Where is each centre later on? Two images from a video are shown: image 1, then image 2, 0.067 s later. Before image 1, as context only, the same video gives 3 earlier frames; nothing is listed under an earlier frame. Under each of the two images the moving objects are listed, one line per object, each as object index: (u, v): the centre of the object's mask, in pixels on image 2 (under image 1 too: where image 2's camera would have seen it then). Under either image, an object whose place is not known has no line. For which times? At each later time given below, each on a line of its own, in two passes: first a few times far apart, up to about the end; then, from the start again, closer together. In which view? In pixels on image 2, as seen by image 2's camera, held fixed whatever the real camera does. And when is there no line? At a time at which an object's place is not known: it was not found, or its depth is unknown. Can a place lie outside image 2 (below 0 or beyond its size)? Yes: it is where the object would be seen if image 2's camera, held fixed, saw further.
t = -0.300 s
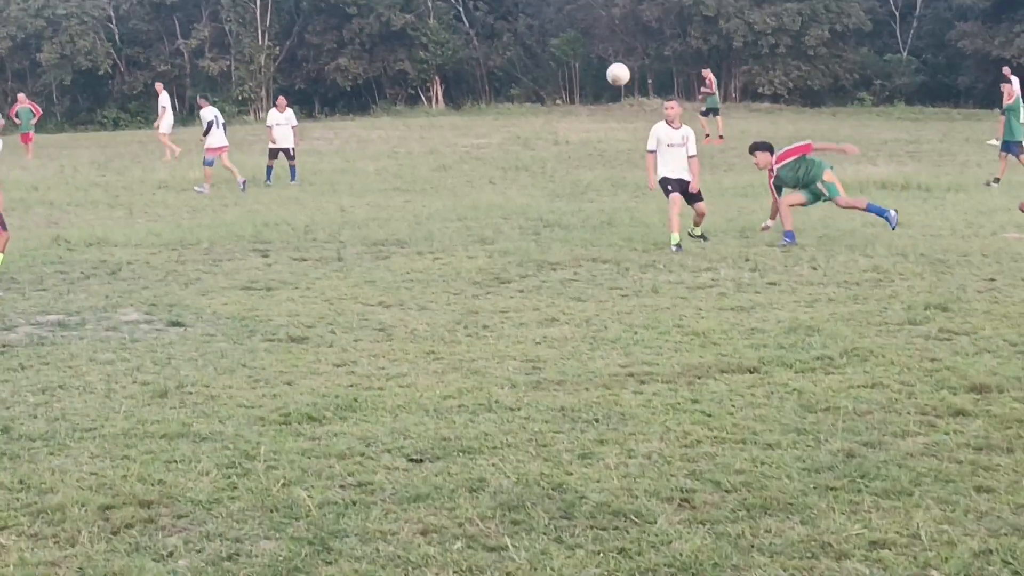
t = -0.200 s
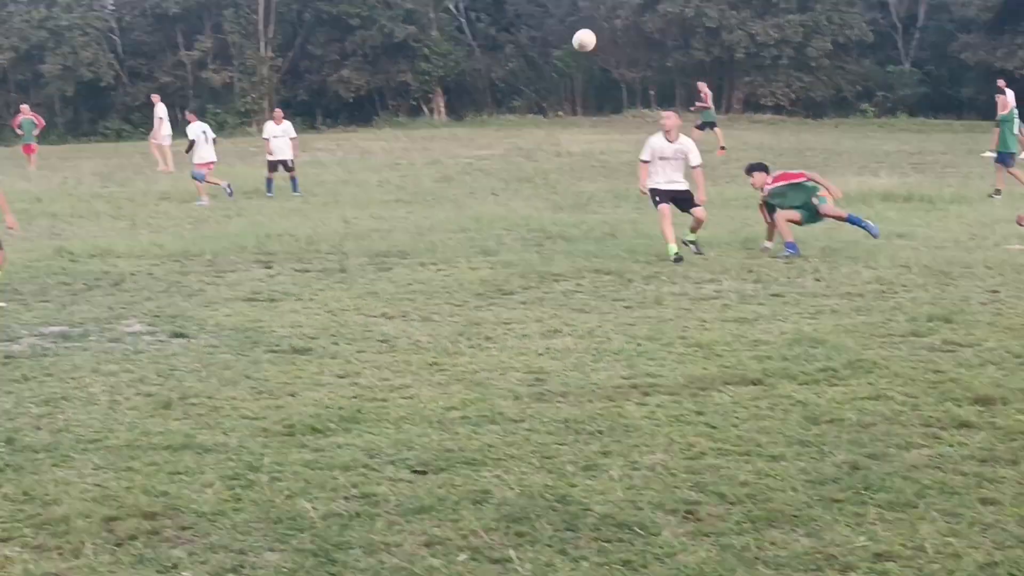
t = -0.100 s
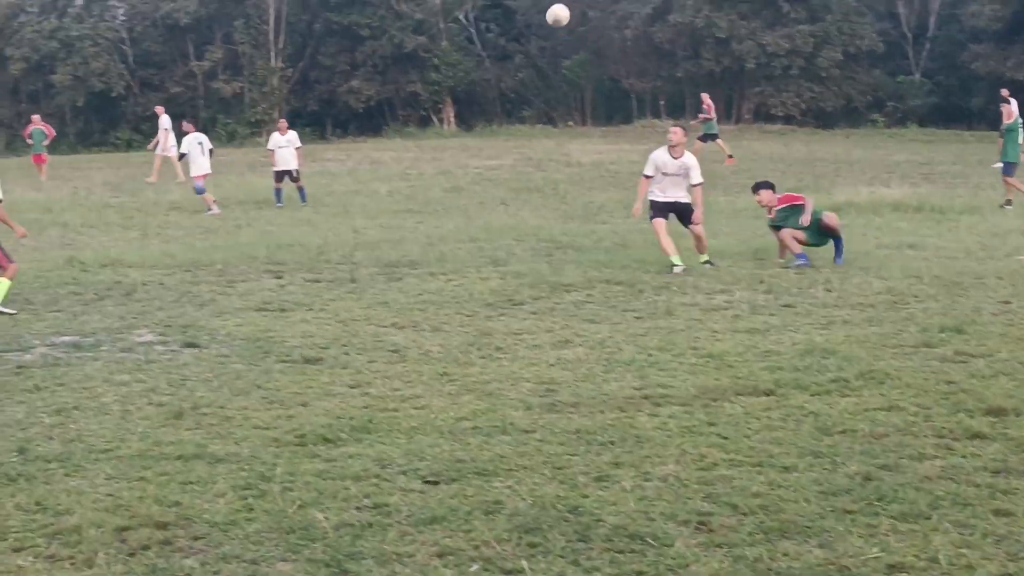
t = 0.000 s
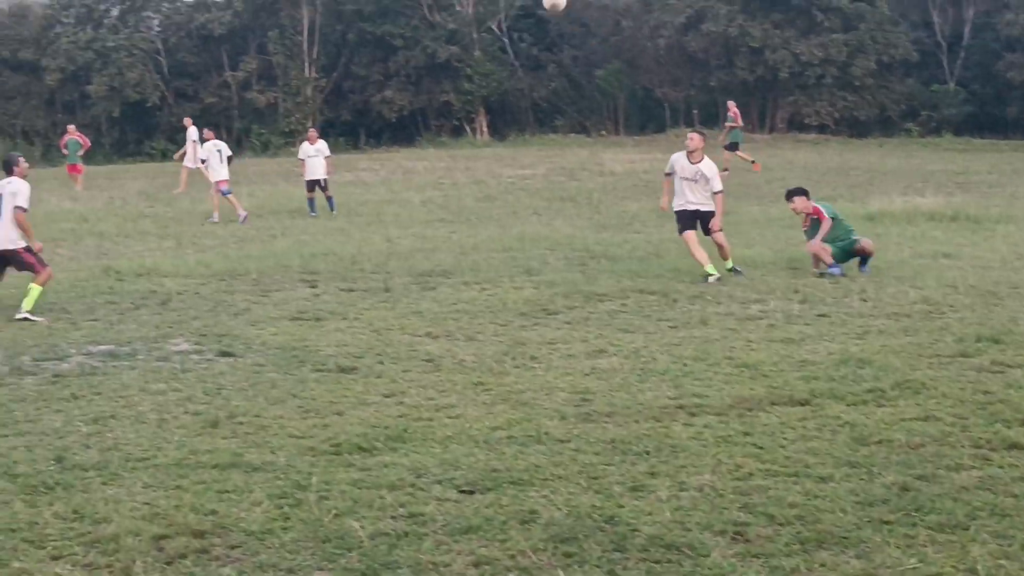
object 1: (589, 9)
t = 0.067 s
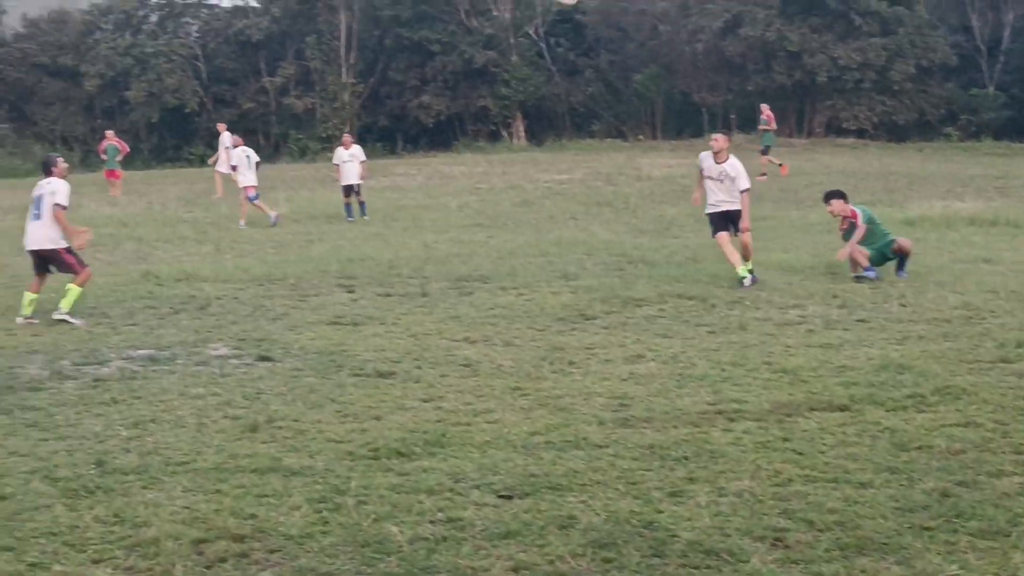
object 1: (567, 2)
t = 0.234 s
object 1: (509, -5)
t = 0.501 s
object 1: (416, 30)
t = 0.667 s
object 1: (354, 93)
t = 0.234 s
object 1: (509, -5)
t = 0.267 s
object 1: (499, -5)
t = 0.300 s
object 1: (487, -7)
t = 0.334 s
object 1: (476, -5)
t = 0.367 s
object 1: (464, -1)
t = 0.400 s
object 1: (452, 5)
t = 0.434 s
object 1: (440, 13)
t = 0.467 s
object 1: (428, 21)
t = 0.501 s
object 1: (416, 30)
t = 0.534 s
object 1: (404, 40)
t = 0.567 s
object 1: (391, 52)
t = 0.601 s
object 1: (379, 65)
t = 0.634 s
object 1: (367, 79)
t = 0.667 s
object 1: (354, 93)
